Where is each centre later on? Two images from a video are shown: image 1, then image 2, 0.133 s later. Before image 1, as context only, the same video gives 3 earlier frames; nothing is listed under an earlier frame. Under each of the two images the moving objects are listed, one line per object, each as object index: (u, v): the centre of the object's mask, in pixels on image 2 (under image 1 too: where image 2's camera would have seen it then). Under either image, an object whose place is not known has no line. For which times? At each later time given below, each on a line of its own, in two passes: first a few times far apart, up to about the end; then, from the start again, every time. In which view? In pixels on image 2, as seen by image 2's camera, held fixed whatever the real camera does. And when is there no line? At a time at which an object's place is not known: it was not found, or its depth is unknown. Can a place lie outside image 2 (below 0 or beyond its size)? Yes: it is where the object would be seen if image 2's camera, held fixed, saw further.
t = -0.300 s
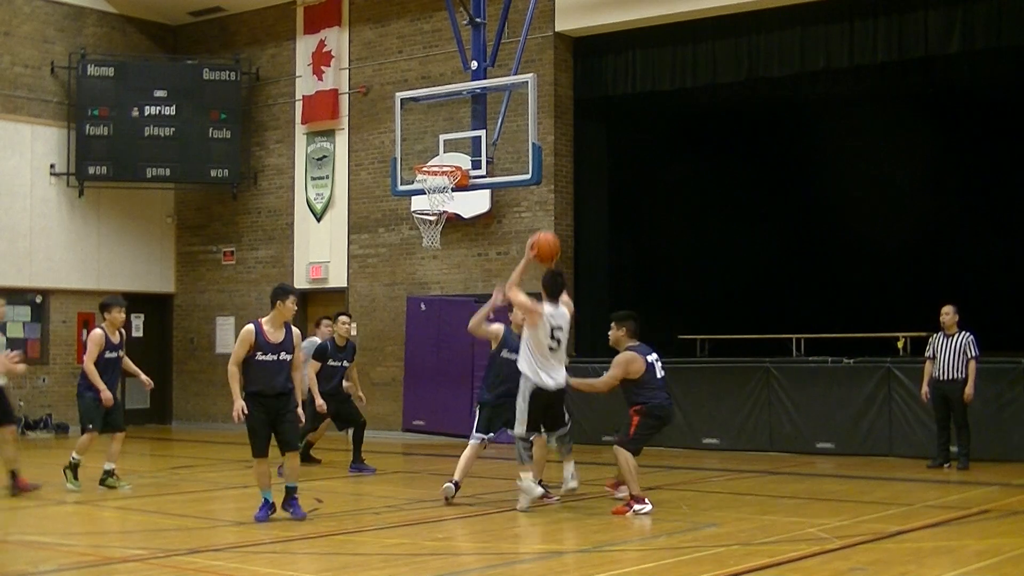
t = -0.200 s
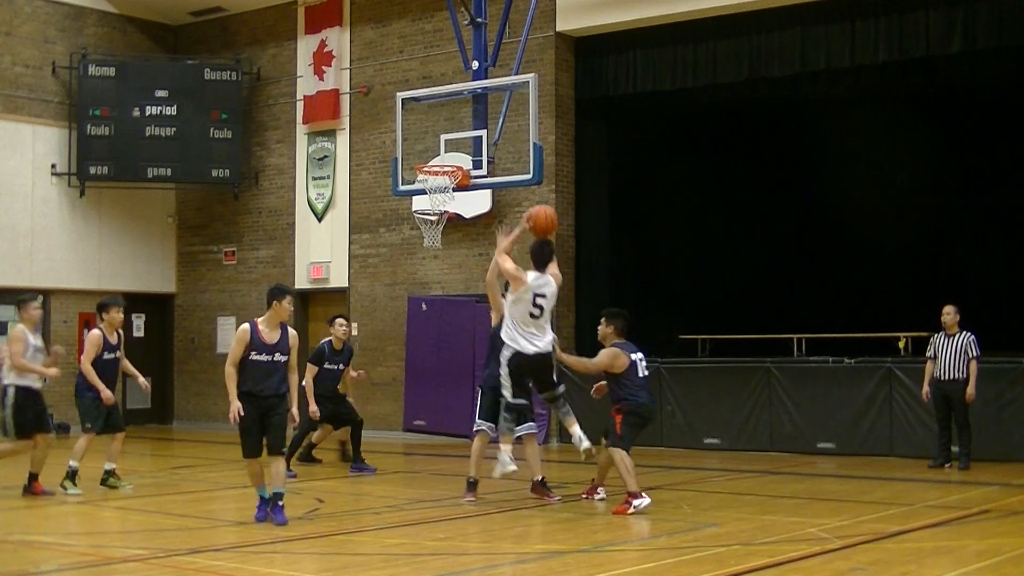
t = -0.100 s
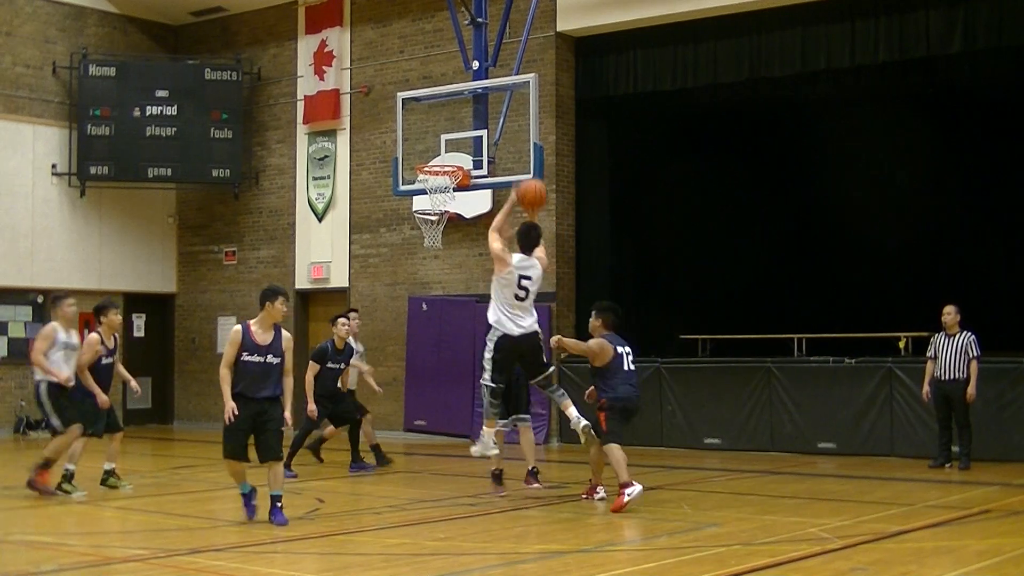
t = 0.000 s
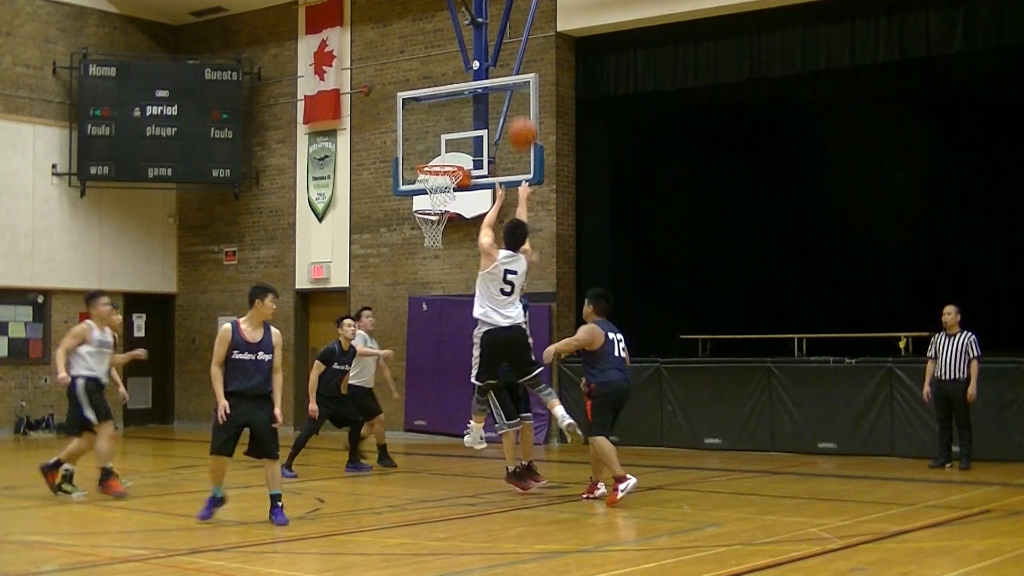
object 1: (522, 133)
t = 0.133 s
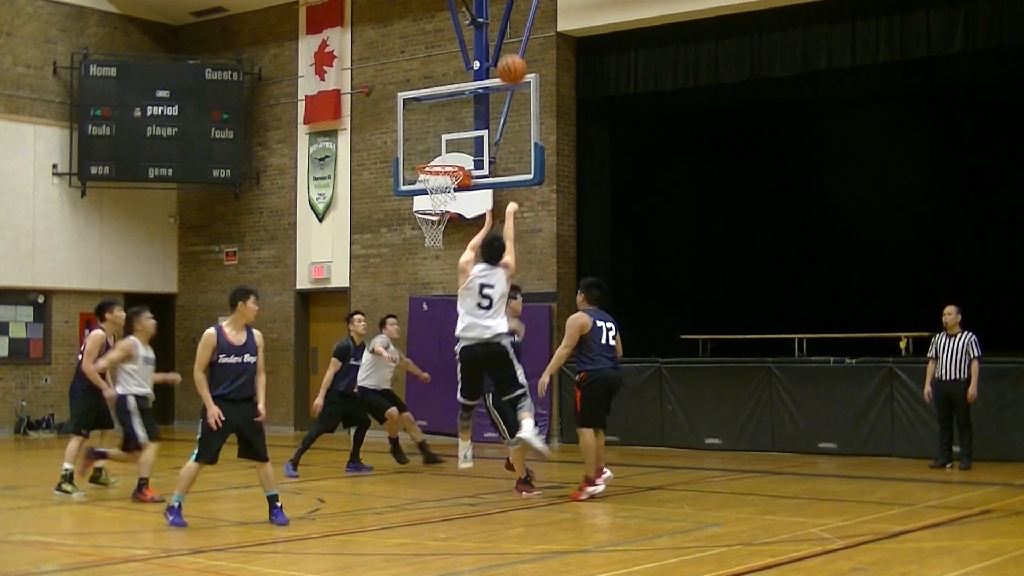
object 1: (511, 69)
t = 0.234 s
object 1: (504, 39)
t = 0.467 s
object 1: (485, 14)
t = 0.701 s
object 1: (474, 48)
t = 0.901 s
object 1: (463, 115)
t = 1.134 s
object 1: (481, 123)
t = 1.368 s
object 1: (519, 105)
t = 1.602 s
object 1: (560, 144)
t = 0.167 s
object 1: (508, 57)
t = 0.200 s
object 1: (506, 47)
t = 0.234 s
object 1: (504, 39)
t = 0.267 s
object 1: (501, 31)
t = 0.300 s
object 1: (499, 26)
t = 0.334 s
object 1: (496, 21)
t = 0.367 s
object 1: (494, 17)
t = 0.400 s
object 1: (491, 15)
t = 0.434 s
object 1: (490, 14)
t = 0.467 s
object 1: (485, 14)
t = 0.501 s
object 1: (482, 16)
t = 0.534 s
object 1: (482, 19)
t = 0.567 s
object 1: (481, 23)
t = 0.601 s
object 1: (480, 27)
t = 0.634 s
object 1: (478, 33)
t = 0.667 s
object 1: (475, 40)
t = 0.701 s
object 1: (474, 48)
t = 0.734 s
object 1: (473, 57)
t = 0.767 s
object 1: (471, 66)
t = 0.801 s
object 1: (469, 77)
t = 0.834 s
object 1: (467, 89)
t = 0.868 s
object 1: (465, 102)
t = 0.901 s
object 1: (463, 115)
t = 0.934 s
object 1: (462, 129)
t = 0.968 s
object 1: (460, 145)
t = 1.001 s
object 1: (460, 156)
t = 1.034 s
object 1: (465, 147)
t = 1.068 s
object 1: (470, 138)
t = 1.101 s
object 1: (476, 130)
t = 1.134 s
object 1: (481, 123)
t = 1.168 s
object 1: (486, 118)
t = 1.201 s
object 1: (492, 113)
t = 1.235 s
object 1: (498, 110)
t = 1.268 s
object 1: (503, 107)
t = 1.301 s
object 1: (509, 106)
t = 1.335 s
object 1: (514, 105)
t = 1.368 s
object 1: (519, 105)
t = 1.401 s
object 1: (524, 107)
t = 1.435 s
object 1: (531, 111)
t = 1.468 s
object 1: (537, 117)
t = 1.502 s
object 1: (543, 122)
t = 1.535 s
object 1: (549, 128)
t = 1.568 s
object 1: (554, 135)
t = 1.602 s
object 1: (560, 144)
